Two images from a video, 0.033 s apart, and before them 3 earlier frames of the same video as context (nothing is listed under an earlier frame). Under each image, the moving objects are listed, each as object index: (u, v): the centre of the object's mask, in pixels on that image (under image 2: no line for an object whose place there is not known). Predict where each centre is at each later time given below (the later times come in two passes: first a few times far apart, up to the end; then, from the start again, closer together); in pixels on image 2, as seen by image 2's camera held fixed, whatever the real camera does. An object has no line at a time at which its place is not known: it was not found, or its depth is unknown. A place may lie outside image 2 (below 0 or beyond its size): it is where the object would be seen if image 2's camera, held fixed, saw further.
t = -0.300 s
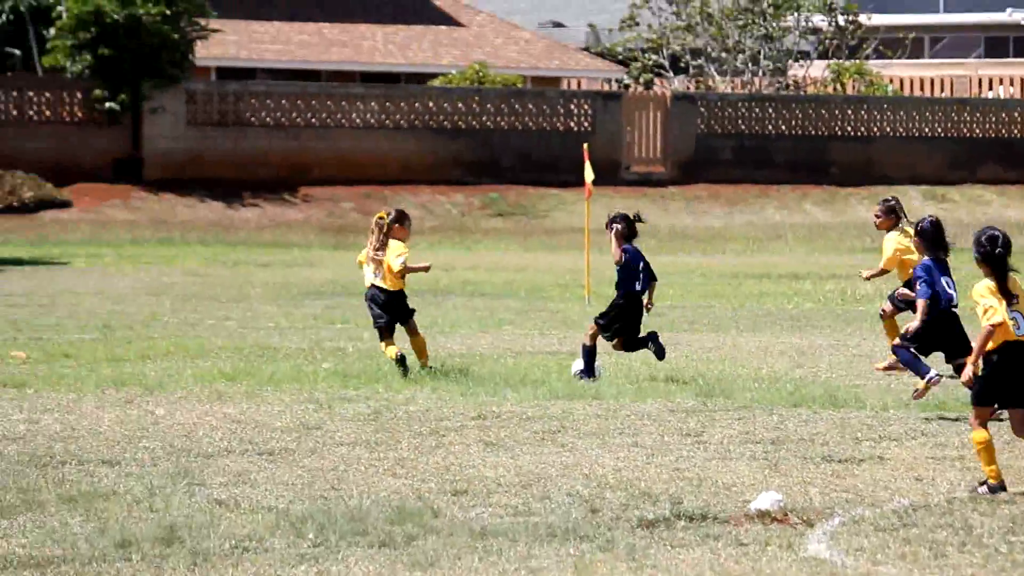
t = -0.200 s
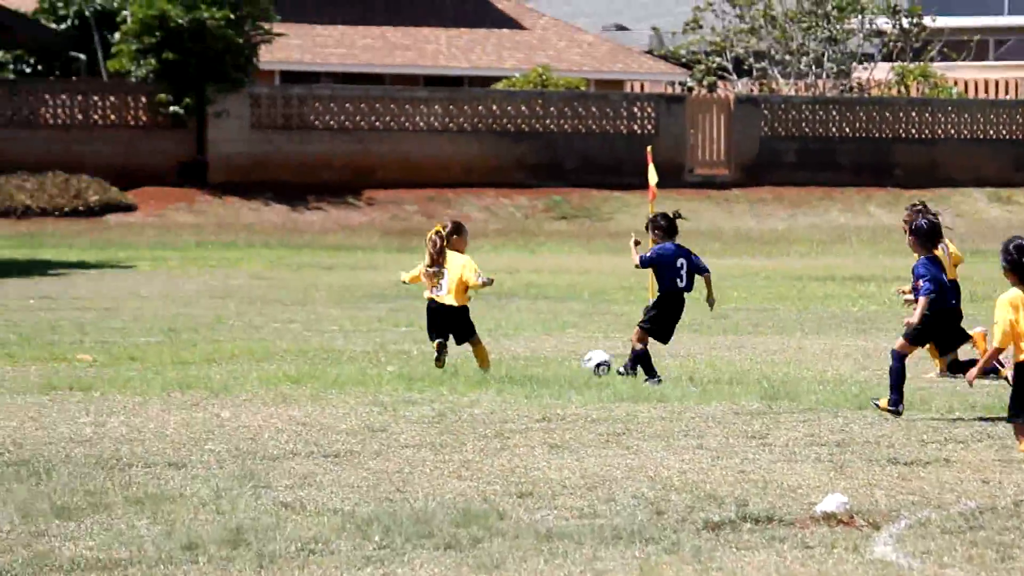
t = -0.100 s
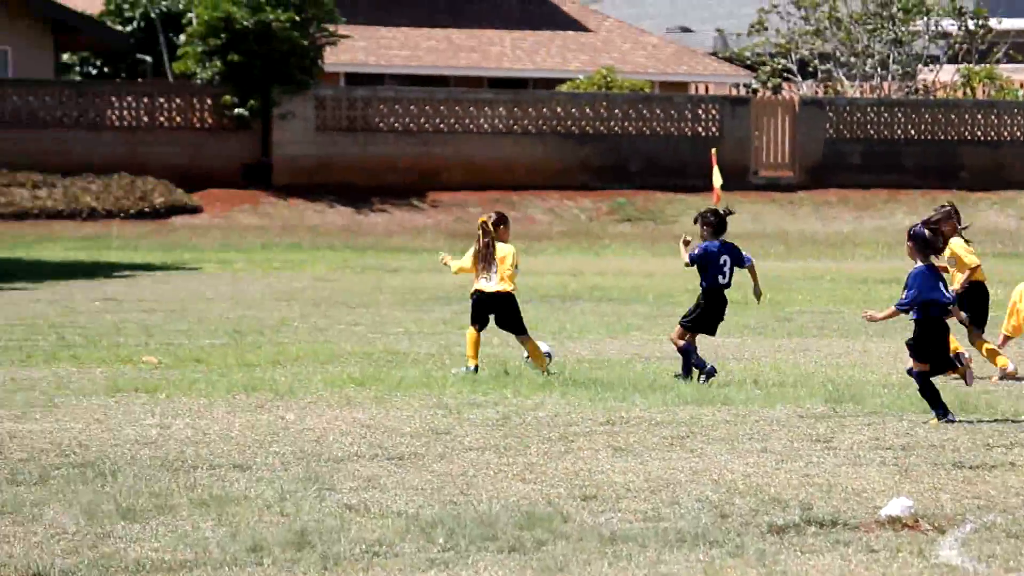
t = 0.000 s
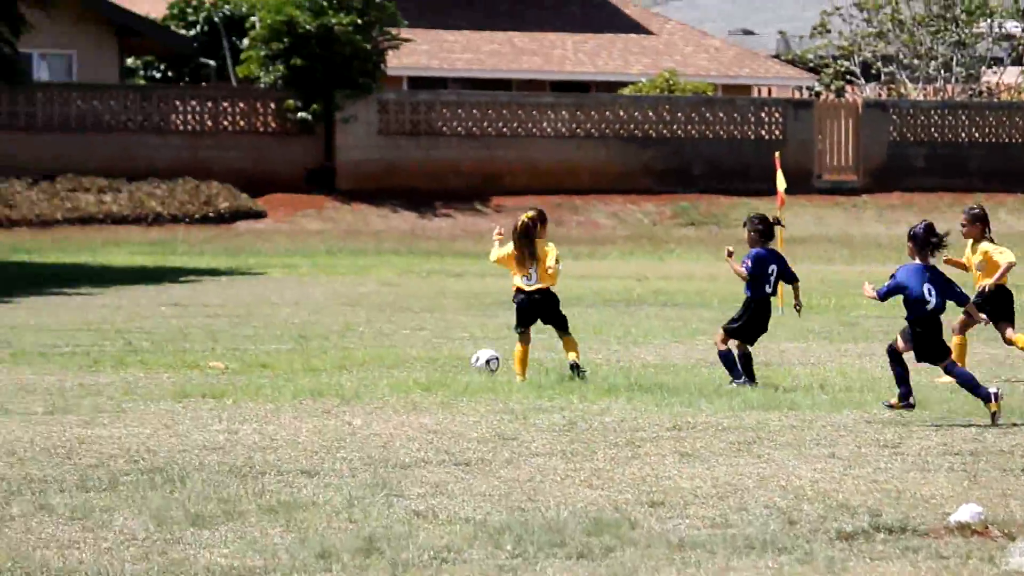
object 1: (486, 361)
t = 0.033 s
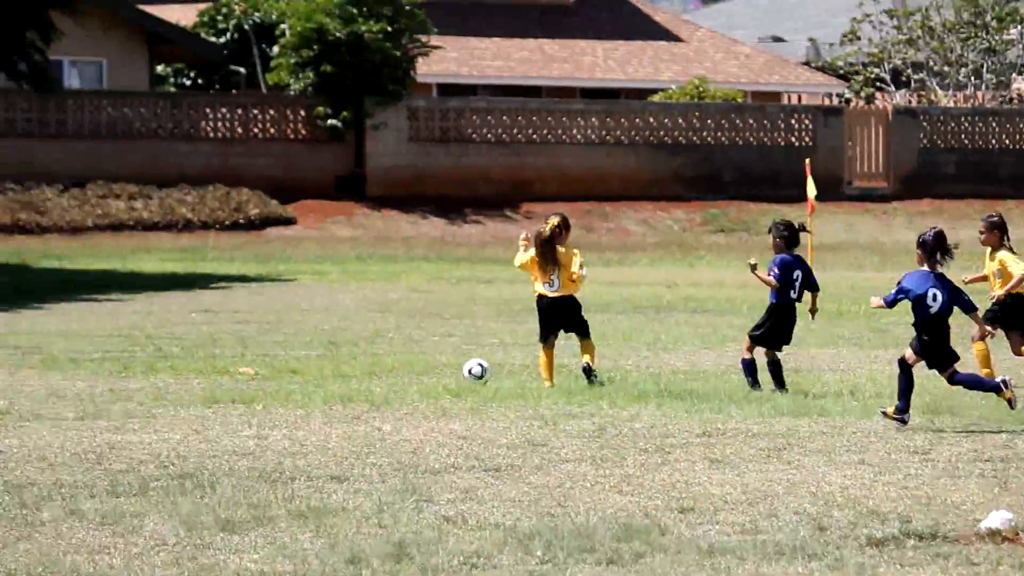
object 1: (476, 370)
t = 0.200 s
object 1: (320, 366)
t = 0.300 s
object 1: (247, 366)
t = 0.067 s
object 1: (441, 371)
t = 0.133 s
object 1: (379, 368)
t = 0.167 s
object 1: (349, 367)
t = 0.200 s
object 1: (320, 366)
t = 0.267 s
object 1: (270, 366)
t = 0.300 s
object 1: (247, 366)
